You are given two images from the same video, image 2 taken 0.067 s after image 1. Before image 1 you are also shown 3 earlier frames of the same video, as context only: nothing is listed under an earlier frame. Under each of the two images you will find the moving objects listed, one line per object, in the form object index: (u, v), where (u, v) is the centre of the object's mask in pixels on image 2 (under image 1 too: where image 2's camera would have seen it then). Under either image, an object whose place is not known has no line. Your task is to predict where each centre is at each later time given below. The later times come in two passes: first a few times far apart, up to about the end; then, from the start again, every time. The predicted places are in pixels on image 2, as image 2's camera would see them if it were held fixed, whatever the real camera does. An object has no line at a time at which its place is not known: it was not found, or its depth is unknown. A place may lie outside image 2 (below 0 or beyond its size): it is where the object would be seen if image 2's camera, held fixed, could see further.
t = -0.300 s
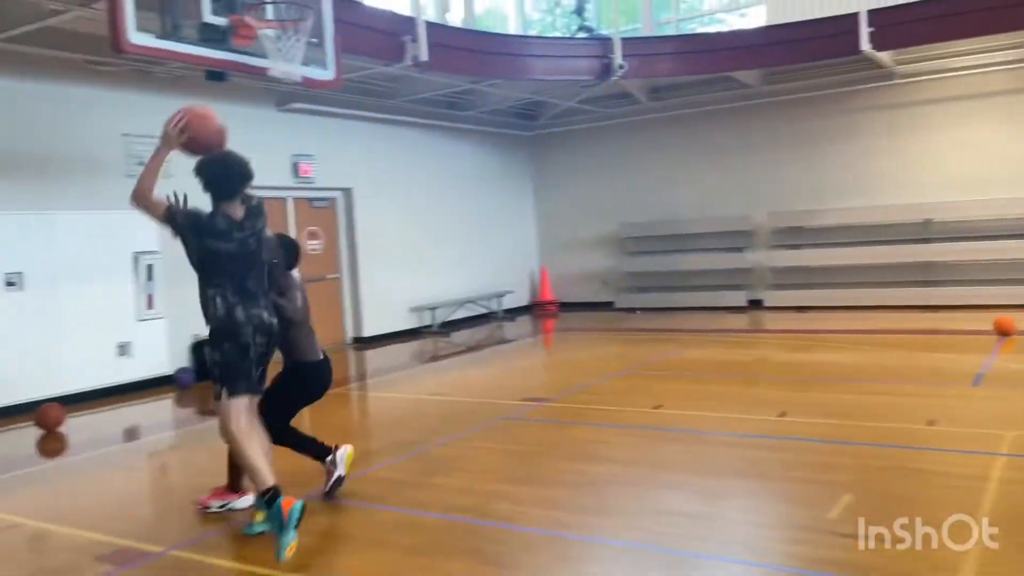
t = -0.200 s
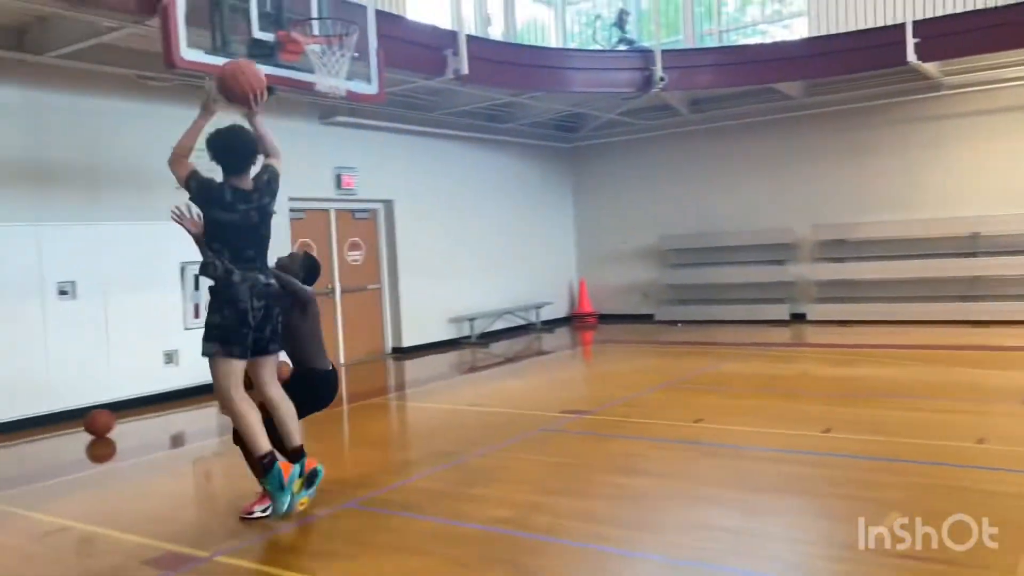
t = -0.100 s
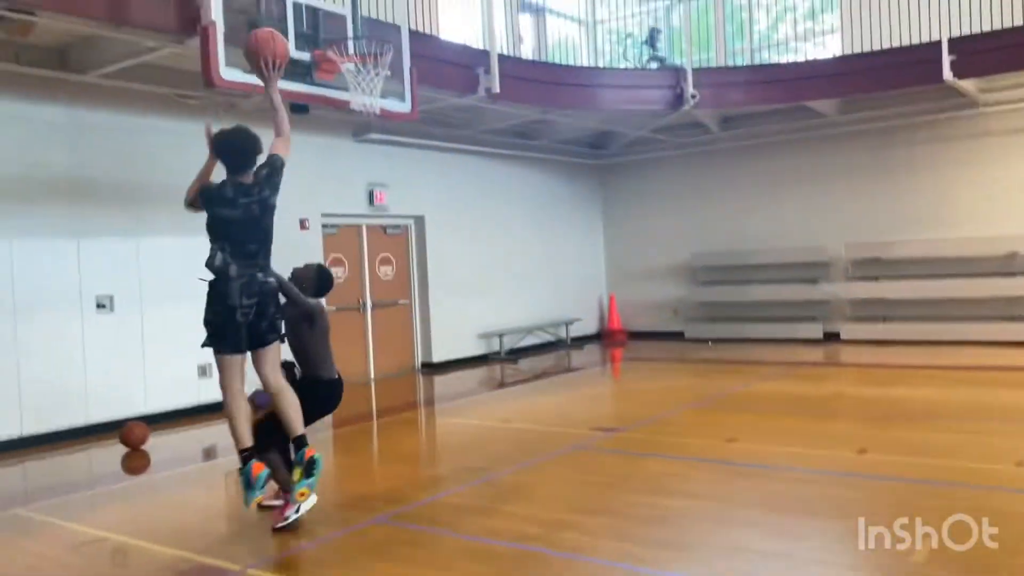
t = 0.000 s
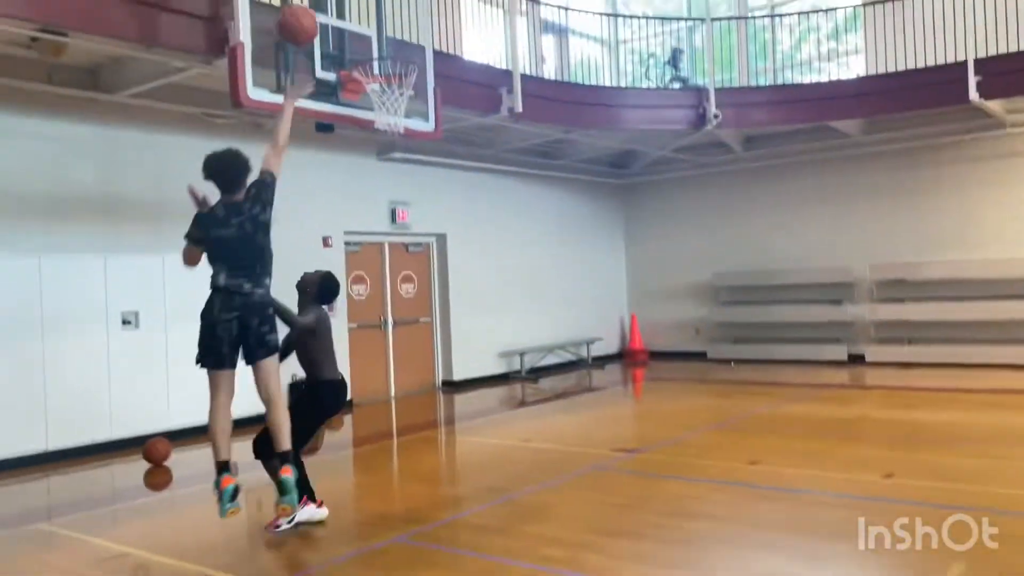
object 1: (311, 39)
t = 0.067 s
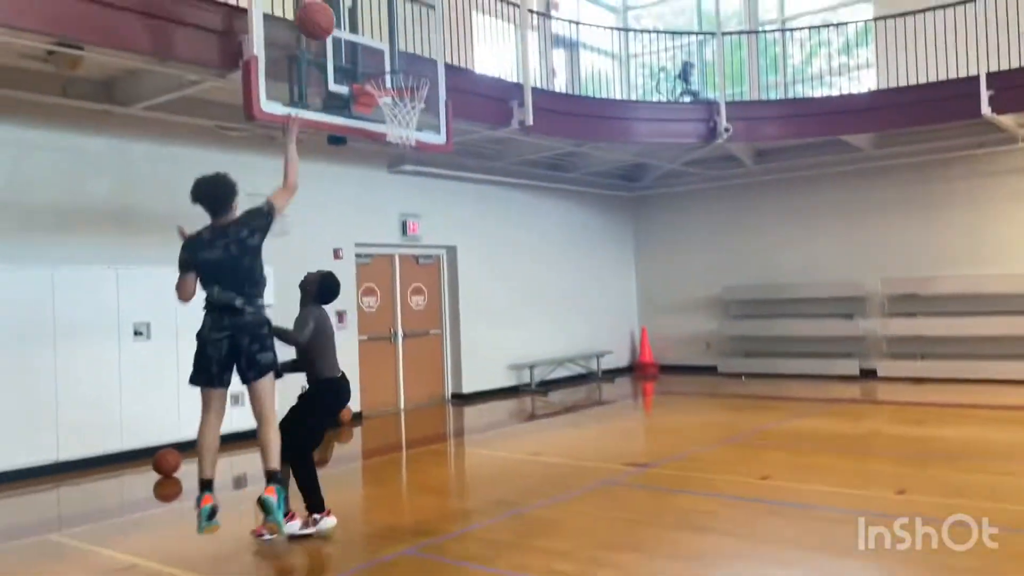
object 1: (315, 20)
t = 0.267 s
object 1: (327, 10)
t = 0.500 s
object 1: (390, 36)
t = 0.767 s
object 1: (448, 29)
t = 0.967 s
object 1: (483, 47)
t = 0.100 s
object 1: (318, 14)
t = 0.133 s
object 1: (320, 11)
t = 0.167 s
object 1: (322, 8)
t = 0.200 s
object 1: (324, 8)
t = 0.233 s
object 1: (326, 9)
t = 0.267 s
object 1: (327, 10)
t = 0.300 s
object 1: (328, 13)
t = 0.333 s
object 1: (333, 16)
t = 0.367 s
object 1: (346, 18)
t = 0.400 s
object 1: (356, 20)
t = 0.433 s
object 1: (368, 24)
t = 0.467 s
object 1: (378, 29)
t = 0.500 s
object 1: (390, 36)
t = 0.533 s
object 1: (402, 45)
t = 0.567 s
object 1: (414, 55)
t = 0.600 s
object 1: (422, 56)
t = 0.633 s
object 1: (427, 47)
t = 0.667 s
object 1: (432, 40)
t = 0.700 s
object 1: (438, 35)
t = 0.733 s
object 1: (443, 31)
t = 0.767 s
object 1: (448, 29)
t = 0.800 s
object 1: (454, 28)
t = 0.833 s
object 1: (460, 29)
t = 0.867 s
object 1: (465, 31)
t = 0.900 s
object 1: (471, 35)
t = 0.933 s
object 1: (477, 40)
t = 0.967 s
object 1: (483, 47)
